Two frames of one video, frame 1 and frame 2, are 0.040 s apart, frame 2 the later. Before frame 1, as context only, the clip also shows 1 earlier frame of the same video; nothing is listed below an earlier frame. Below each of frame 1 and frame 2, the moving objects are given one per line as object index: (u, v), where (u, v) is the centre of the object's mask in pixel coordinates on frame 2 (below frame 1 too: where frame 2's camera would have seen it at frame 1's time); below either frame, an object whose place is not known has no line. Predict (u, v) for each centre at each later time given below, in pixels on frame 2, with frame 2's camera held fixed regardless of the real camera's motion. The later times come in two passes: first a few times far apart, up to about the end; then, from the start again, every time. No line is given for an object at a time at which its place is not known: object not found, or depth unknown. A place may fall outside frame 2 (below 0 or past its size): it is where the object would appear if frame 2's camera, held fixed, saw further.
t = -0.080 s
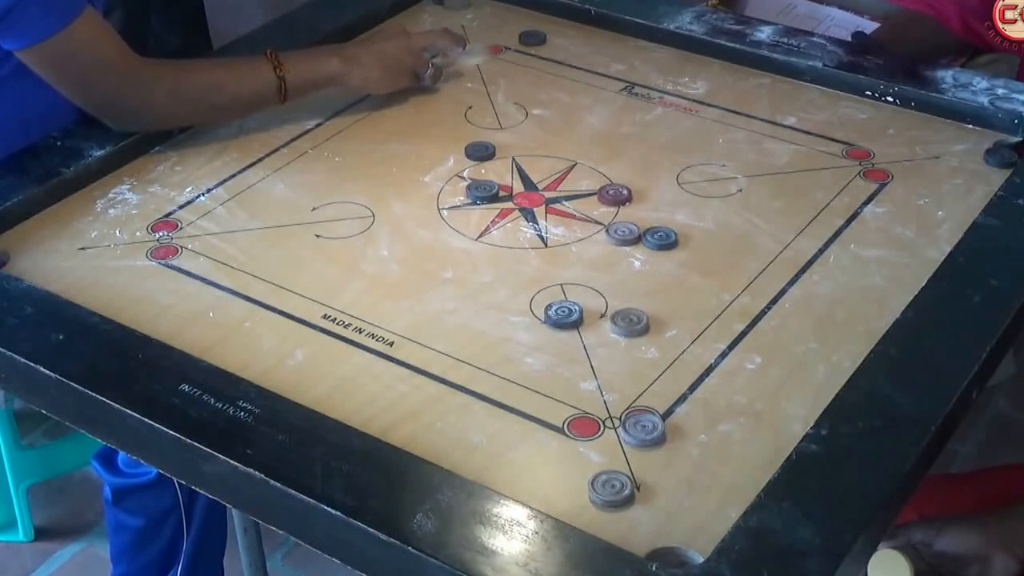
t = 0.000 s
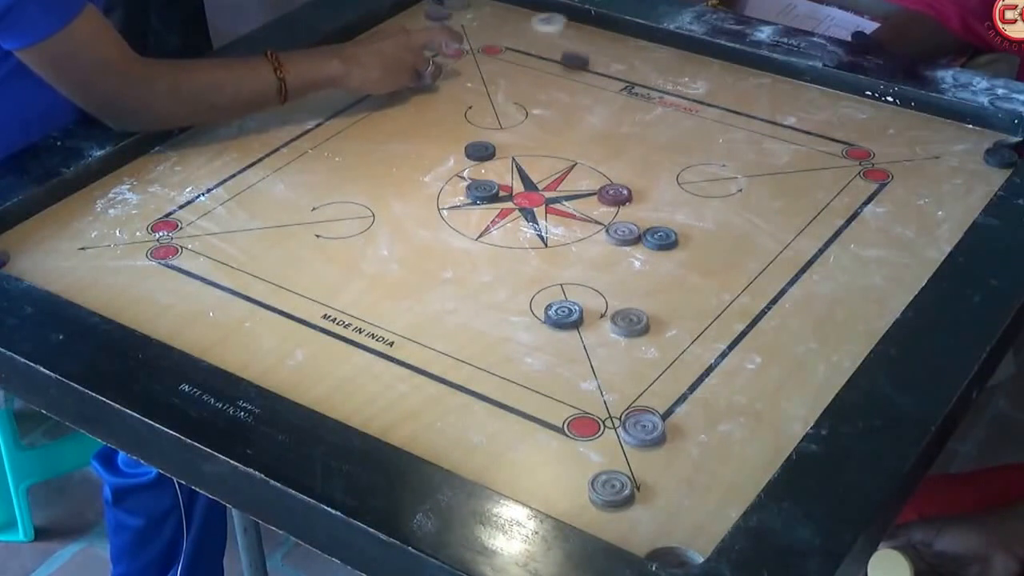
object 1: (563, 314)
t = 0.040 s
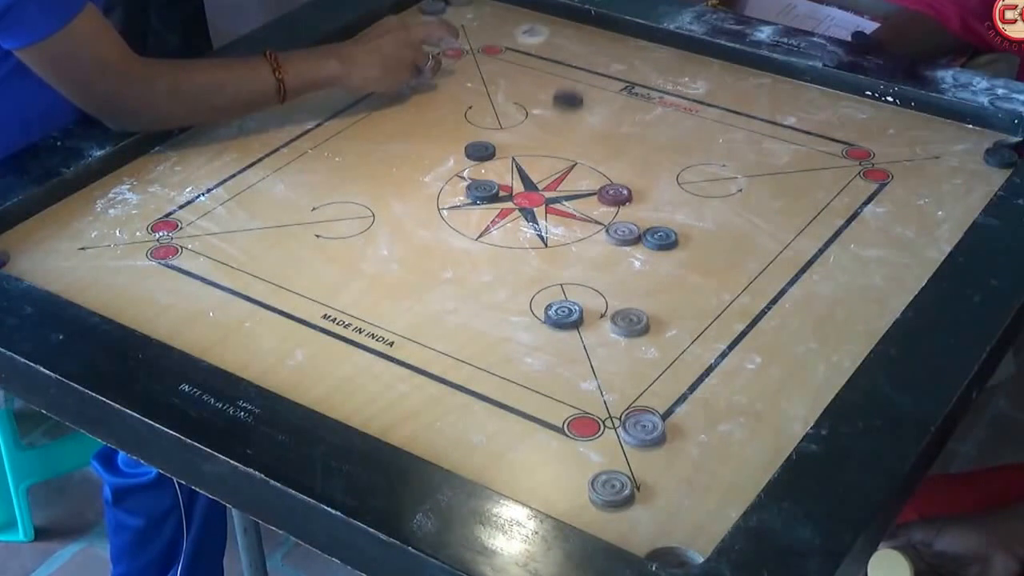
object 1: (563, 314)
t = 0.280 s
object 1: (602, 339)
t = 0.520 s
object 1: (671, 407)
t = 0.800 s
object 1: (685, 418)
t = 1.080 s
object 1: (685, 418)
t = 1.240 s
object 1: (685, 418)
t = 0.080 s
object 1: (563, 314)
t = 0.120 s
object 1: (563, 314)
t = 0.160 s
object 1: (563, 314)
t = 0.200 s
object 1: (563, 314)
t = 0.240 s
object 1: (581, 324)
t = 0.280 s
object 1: (602, 339)
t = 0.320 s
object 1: (617, 353)
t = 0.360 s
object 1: (630, 367)
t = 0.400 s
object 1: (642, 379)
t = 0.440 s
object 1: (652, 390)
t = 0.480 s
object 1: (662, 399)
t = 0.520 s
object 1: (671, 407)
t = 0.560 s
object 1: (677, 412)
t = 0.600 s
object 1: (682, 416)
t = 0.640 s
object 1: (685, 418)
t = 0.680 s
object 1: (685, 418)
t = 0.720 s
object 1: (685, 418)
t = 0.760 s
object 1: (685, 418)
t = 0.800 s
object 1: (685, 418)
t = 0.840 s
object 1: (685, 418)
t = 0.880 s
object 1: (685, 418)
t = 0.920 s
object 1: (685, 418)
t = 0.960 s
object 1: (685, 418)
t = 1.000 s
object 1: (685, 418)
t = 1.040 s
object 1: (685, 418)
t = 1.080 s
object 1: (685, 418)
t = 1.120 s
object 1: (685, 418)
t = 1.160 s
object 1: (685, 418)
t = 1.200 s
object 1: (685, 418)
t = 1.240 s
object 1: (685, 418)
